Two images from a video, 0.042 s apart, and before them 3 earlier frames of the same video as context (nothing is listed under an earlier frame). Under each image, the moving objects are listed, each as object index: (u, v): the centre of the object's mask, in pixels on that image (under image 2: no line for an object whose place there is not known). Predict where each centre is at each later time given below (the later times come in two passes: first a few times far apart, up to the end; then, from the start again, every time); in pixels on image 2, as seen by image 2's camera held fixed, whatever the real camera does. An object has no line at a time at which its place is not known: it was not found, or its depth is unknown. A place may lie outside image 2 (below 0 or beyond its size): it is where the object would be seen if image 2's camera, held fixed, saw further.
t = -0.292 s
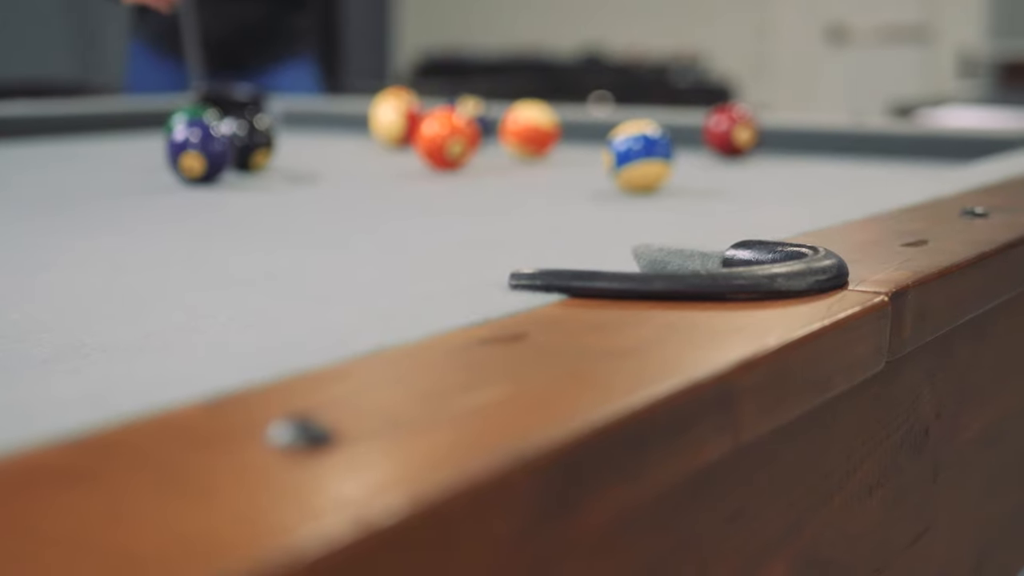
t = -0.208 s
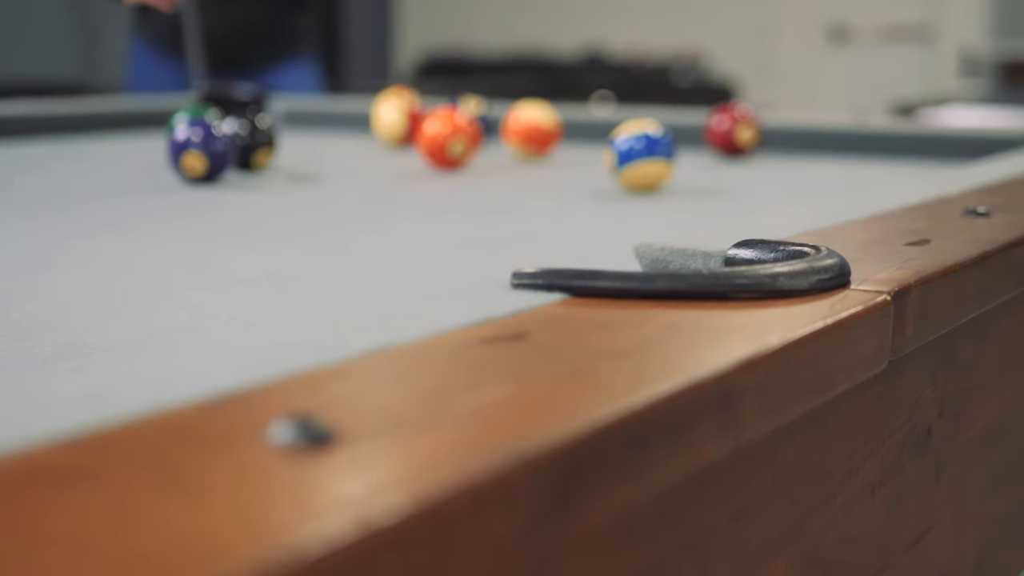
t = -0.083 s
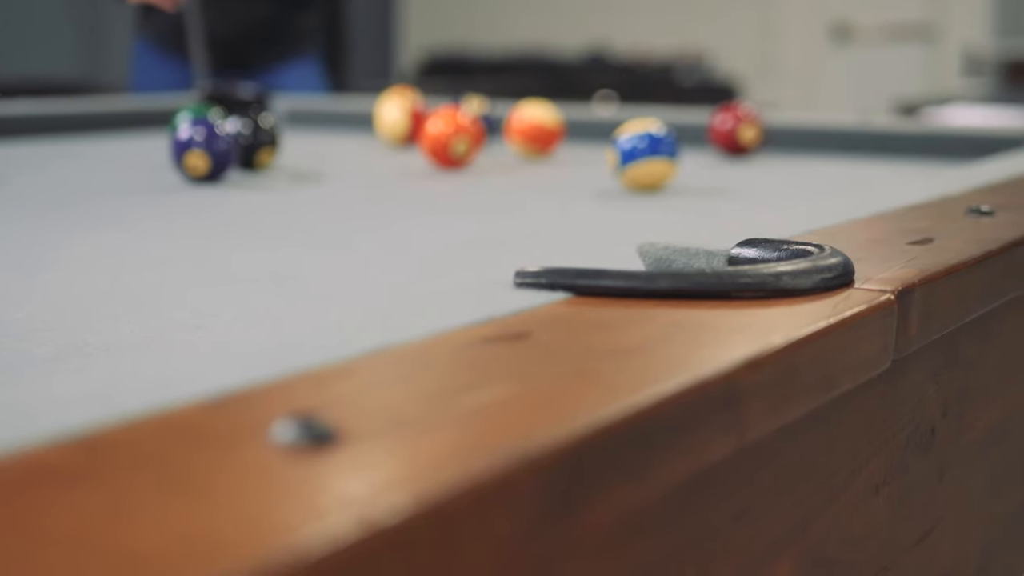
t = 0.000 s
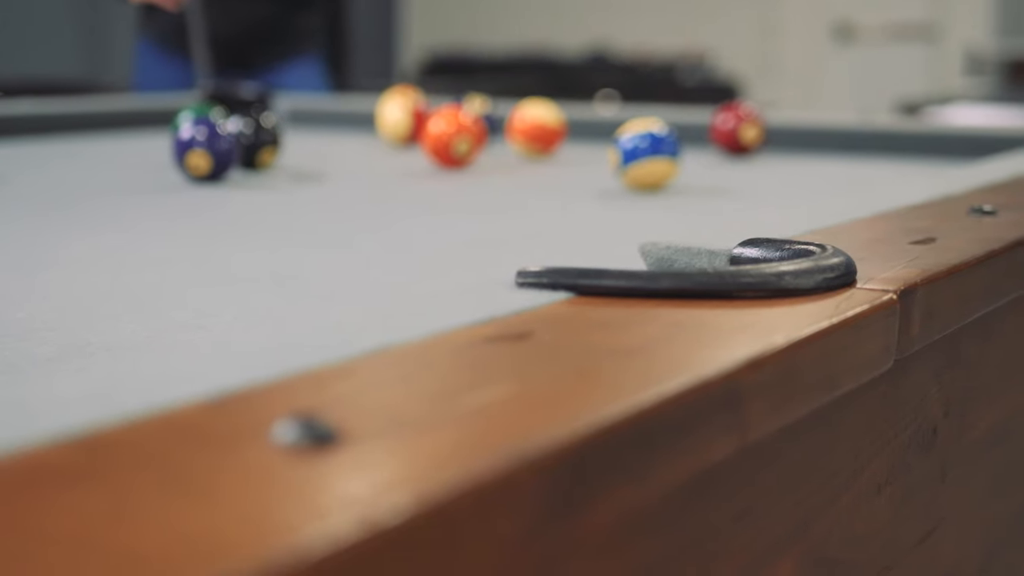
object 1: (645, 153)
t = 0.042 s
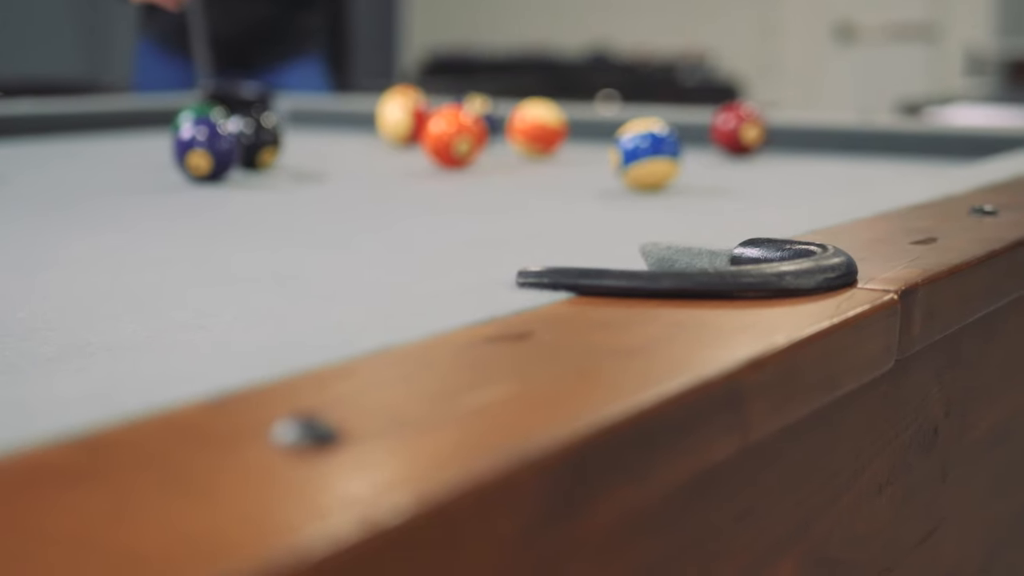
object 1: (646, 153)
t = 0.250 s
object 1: (646, 153)
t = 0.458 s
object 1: (646, 153)
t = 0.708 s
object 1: (646, 153)
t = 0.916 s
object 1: (686, 151)
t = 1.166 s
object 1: (867, 146)
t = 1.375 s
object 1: (983, 138)
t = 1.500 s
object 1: (1030, 129)
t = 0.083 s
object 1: (646, 153)
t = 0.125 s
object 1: (646, 153)
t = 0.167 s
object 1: (646, 153)
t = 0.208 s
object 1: (646, 153)
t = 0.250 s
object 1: (646, 153)
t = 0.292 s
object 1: (646, 153)
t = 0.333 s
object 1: (646, 153)
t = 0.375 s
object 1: (646, 153)
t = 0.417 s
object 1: (646, 153)
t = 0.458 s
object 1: (646, 153)
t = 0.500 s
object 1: (646, 153)
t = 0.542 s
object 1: (646, 153)
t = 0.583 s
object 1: (646, 153)
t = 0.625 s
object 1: (646, 153)
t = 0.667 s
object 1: (646, 153)
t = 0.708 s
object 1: (646, 153)
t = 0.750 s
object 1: (646, 153)
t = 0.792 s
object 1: (646, 153)
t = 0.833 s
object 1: (646, 153)
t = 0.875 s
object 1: (654, 153)
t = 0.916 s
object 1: (686, 151)
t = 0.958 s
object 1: (720, 150)
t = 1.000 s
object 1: (754, 148)
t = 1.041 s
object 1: (781, 146)
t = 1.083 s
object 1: (813, 147)
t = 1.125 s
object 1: (841, 147)
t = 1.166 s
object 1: (867, 146)
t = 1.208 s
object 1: (894, 145)
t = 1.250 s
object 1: (919, 143)
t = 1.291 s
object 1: (941, 142)
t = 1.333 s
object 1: (964, 140)
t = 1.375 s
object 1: (983, 138)
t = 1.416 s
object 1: (1001, 136)
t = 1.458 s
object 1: (1018, 132)
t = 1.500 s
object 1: (1030, 129)
